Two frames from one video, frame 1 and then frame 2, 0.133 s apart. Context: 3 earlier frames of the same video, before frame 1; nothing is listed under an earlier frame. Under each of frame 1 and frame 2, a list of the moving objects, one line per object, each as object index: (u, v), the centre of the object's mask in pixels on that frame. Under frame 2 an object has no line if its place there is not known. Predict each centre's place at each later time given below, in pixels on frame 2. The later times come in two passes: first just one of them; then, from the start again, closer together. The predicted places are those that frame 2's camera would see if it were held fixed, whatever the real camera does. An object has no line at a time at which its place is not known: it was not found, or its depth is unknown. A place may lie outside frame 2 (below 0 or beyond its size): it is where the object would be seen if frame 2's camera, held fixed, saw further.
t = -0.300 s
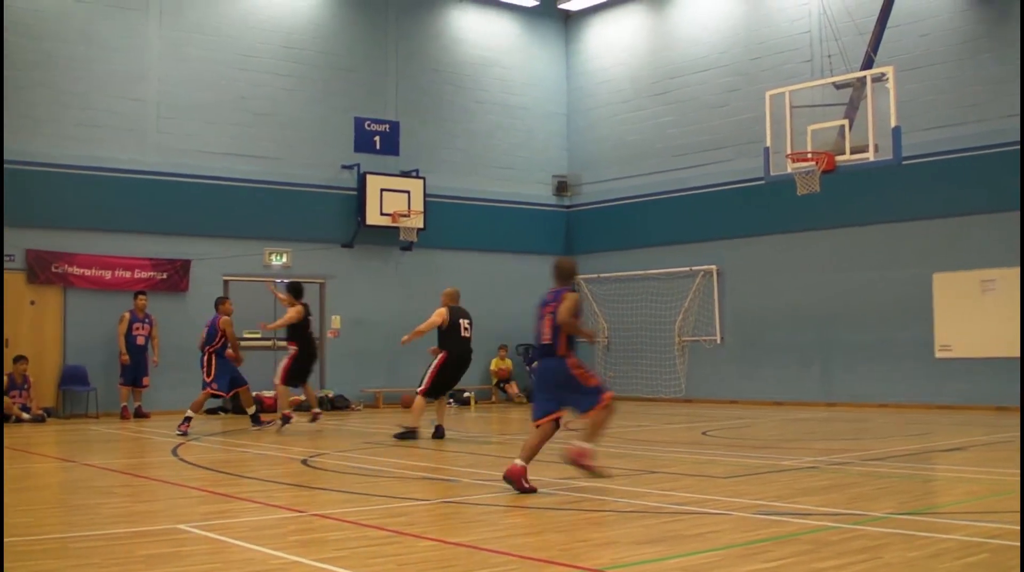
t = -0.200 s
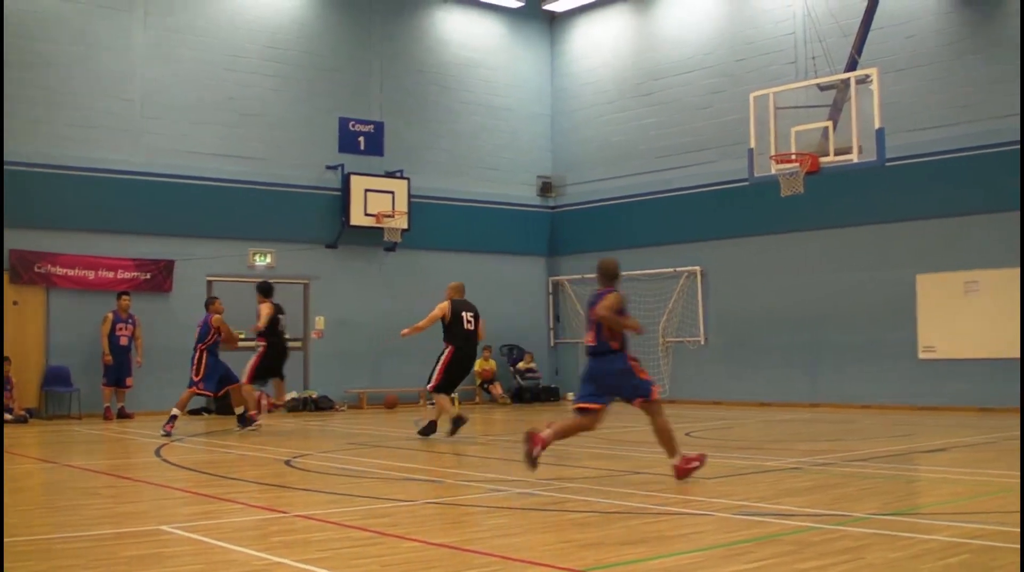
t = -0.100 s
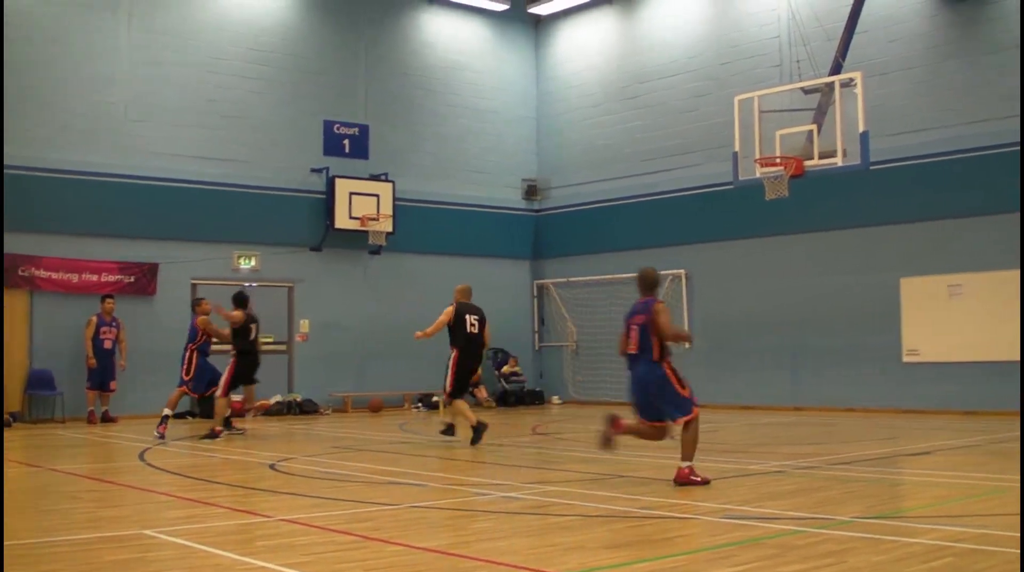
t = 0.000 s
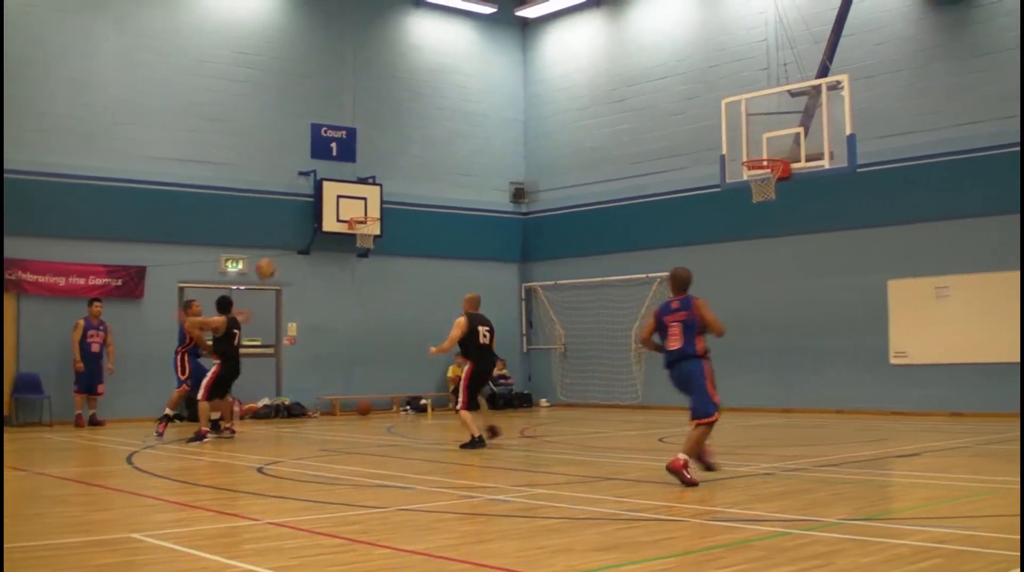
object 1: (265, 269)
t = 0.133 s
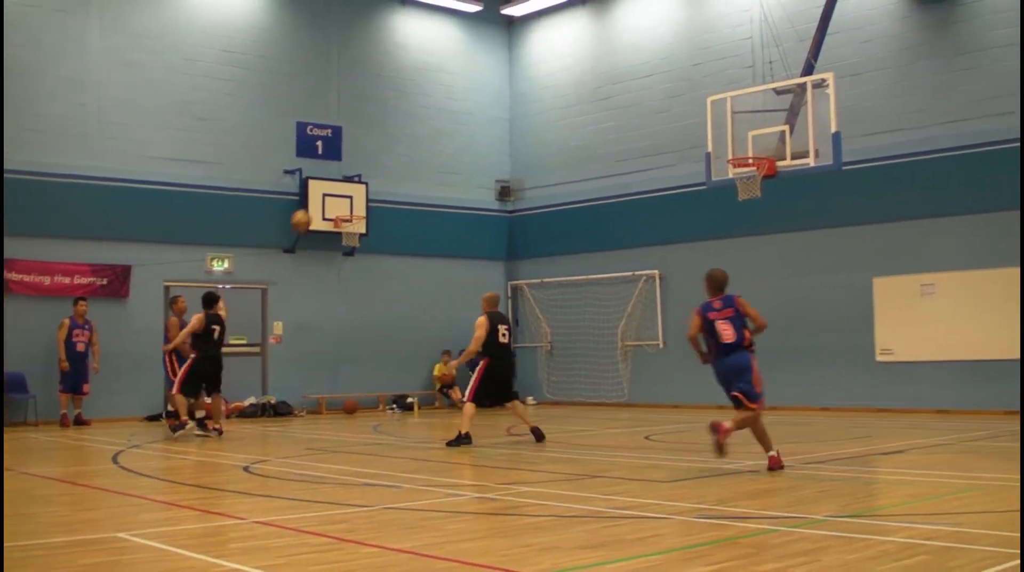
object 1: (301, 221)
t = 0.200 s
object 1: (325, 200)
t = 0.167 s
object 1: (312, 210)
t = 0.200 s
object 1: (325, 200)
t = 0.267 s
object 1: (352, 183)
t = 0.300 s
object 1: (364, 176)
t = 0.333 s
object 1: (377, 170)
